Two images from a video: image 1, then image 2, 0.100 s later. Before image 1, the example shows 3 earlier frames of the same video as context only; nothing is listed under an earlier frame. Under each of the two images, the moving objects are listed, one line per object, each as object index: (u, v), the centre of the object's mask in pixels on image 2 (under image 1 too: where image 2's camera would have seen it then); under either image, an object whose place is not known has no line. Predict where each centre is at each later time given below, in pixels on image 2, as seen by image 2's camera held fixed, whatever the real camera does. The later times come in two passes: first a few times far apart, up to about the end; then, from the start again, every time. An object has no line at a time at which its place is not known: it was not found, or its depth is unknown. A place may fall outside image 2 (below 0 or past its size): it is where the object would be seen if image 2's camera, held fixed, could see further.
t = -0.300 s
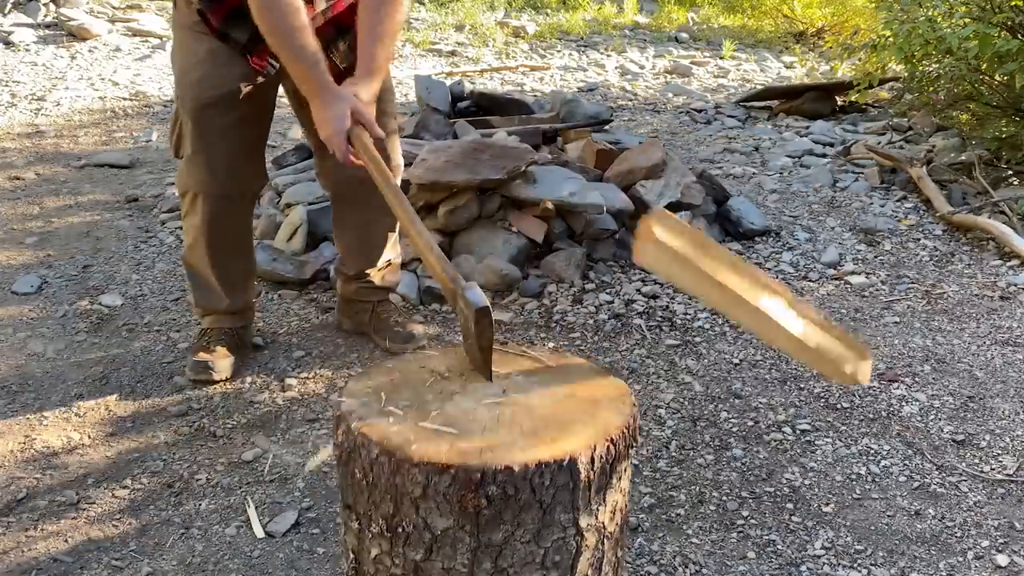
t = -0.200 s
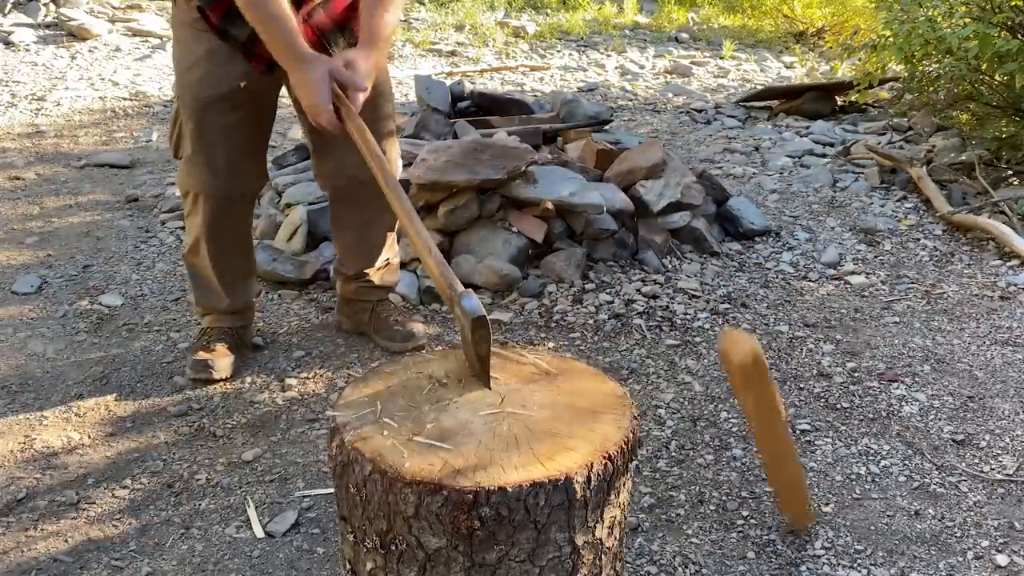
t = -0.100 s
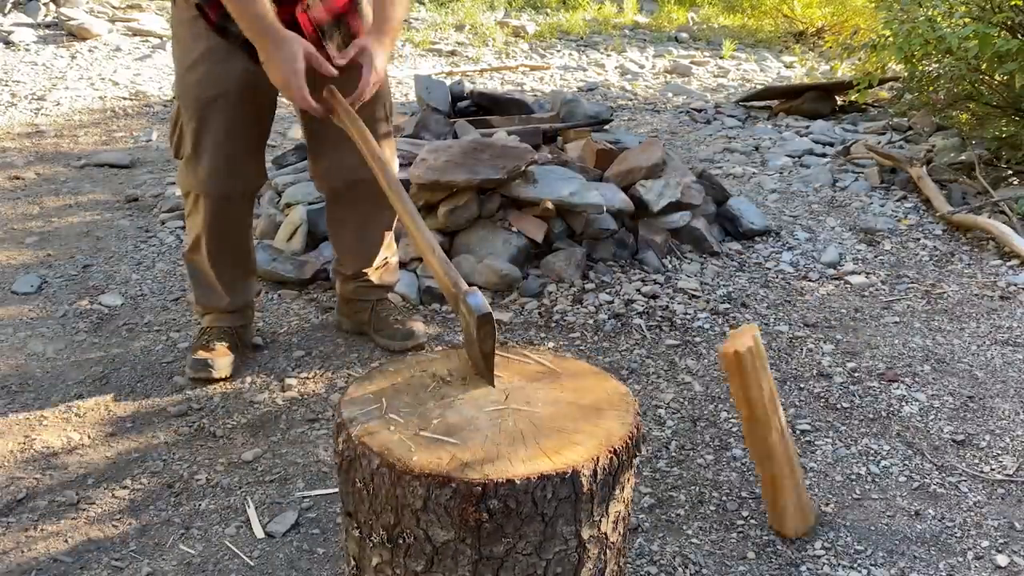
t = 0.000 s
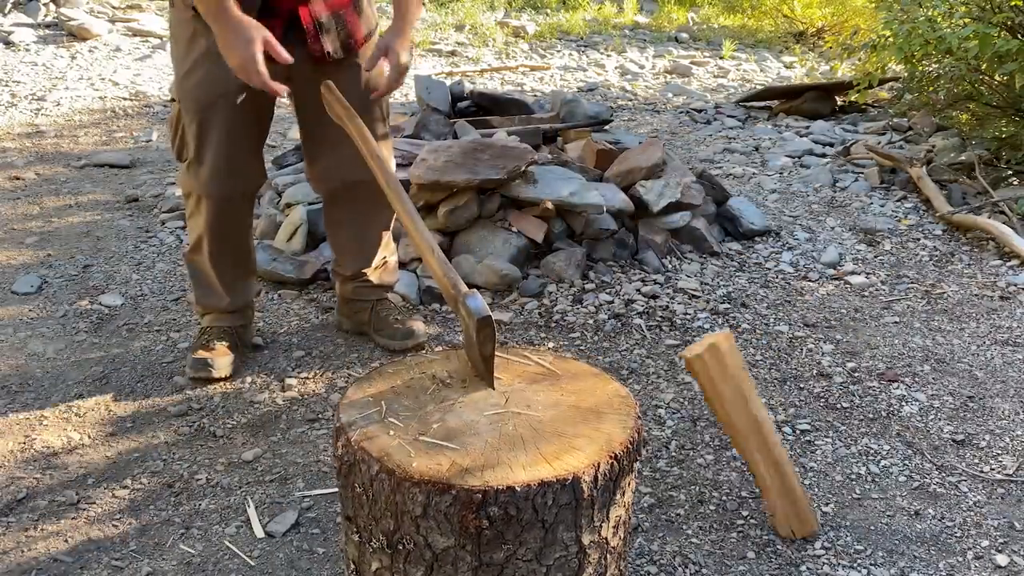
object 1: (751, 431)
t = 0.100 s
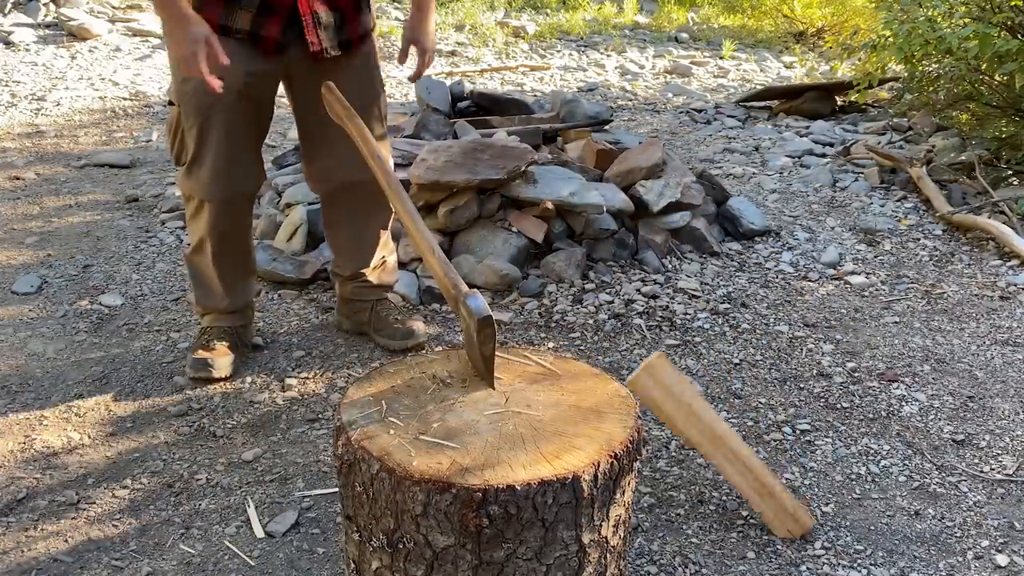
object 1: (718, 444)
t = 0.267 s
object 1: (714, 474)
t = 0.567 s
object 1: (707, 477)
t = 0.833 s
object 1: (706, 476)
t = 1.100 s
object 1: (706, 475)
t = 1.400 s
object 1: (706, 475)
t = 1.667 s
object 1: (706, 475)
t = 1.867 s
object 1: (706, 475)
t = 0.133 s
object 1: (716, 460)
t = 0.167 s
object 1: (722, 480)
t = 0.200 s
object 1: (716, 490)
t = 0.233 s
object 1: (715, 480)
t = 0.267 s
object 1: (714, 474)
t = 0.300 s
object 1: (713, 473)
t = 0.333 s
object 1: (711, 477)
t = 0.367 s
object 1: (708, 482)
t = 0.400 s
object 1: (707, 480)
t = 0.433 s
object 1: (707, 480)
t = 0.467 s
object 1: (707, 479)
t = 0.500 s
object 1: (707, 478)
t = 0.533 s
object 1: (707, 477)
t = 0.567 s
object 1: (707, 477)
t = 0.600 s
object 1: (706, 476)
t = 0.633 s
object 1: (706, 476)
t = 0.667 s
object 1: (706, 476)
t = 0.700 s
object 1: (706, 476)
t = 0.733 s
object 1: (706, 477)
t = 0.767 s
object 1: (706, 476)
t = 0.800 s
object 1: (706, 476)
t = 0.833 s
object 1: (706, 476)
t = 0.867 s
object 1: (707, 475)
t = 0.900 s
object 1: (707, 474)
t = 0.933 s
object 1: (707, 474)
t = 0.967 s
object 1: (707, 474)
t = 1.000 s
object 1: (706, 475)
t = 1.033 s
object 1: (706, 475)
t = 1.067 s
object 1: (706, 475)
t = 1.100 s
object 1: (706, 475)
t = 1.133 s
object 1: (706, 475)
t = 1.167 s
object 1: (706, 475)
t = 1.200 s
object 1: (706, 475)
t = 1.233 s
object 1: (706, 475)
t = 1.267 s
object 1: (706, 475)
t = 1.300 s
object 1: (706, 475)
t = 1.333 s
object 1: (706, 475)
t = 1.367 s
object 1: (706, 475)
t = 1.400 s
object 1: (706, 475)
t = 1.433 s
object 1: (706, 475)
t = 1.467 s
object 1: (706, 475)
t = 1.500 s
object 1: (706, 475)
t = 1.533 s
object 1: (706, 475)
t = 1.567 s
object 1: (706, 475)
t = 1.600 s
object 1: (706, 475)
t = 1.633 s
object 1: (706, 475)
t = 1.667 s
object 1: (706, 475)
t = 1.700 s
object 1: (706, 475)
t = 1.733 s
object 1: (706, 475)
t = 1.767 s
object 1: (706, 475)
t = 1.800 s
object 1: (706, 475)
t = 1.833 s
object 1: (706, 475)
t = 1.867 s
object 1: (706, 475)
